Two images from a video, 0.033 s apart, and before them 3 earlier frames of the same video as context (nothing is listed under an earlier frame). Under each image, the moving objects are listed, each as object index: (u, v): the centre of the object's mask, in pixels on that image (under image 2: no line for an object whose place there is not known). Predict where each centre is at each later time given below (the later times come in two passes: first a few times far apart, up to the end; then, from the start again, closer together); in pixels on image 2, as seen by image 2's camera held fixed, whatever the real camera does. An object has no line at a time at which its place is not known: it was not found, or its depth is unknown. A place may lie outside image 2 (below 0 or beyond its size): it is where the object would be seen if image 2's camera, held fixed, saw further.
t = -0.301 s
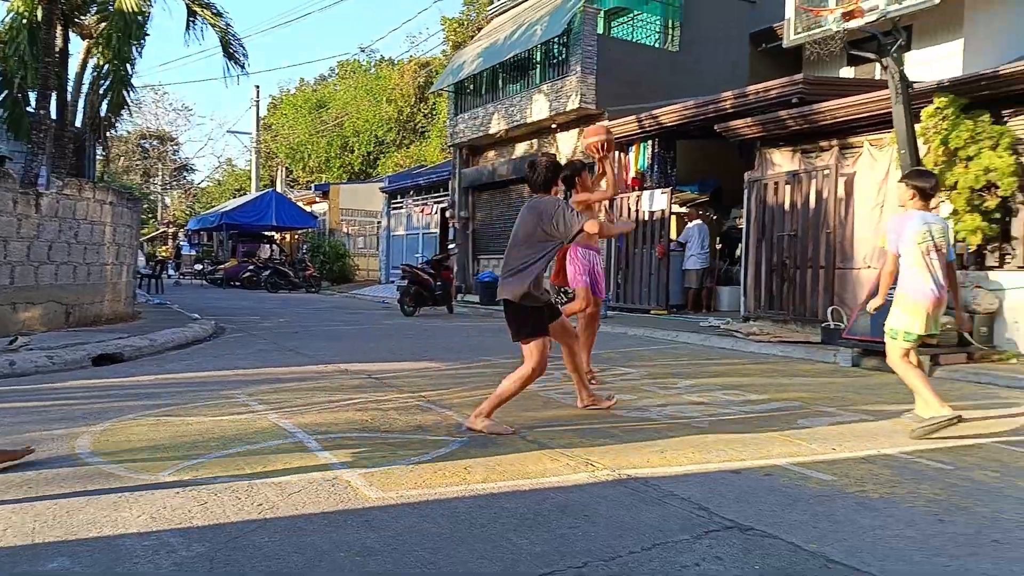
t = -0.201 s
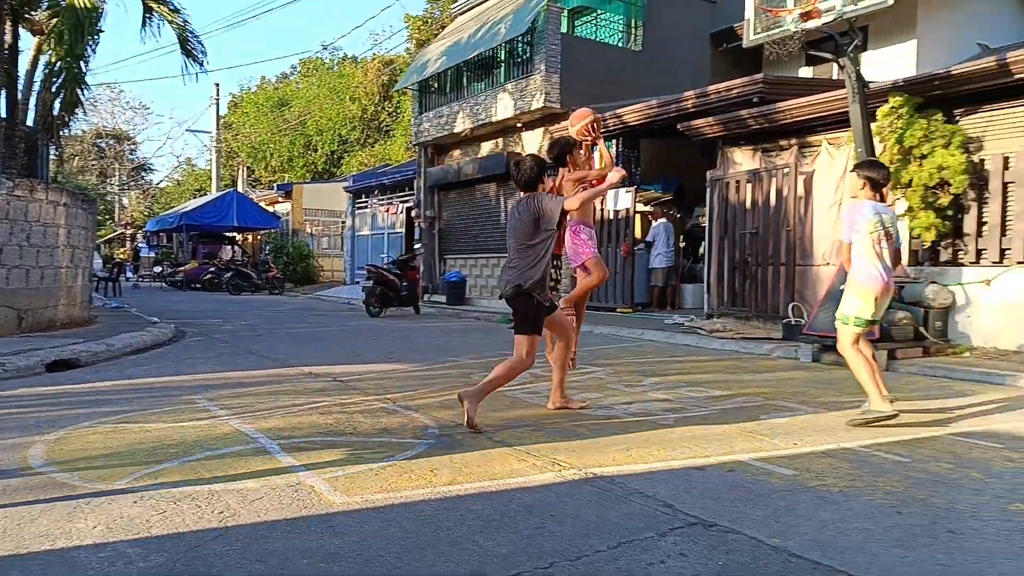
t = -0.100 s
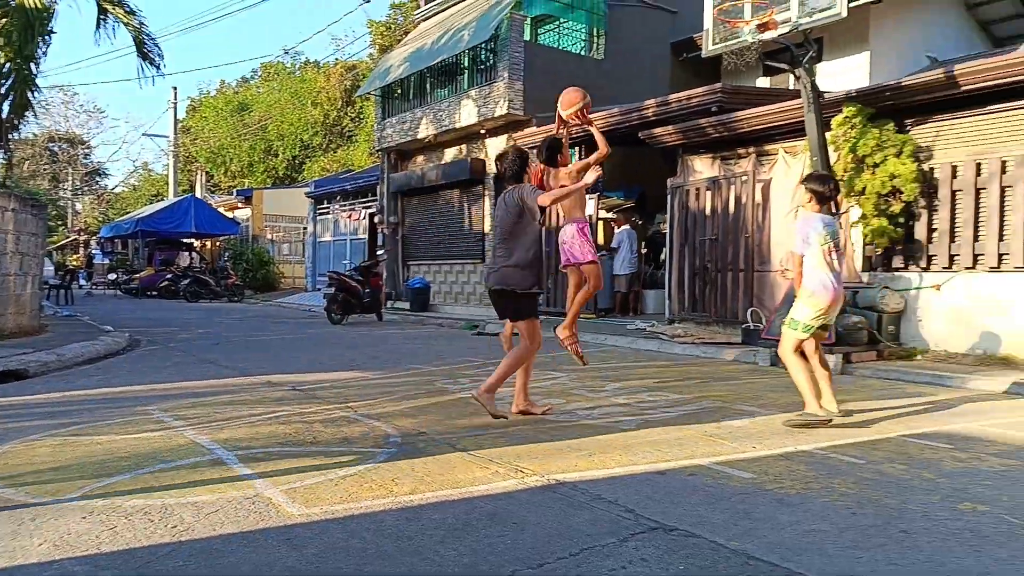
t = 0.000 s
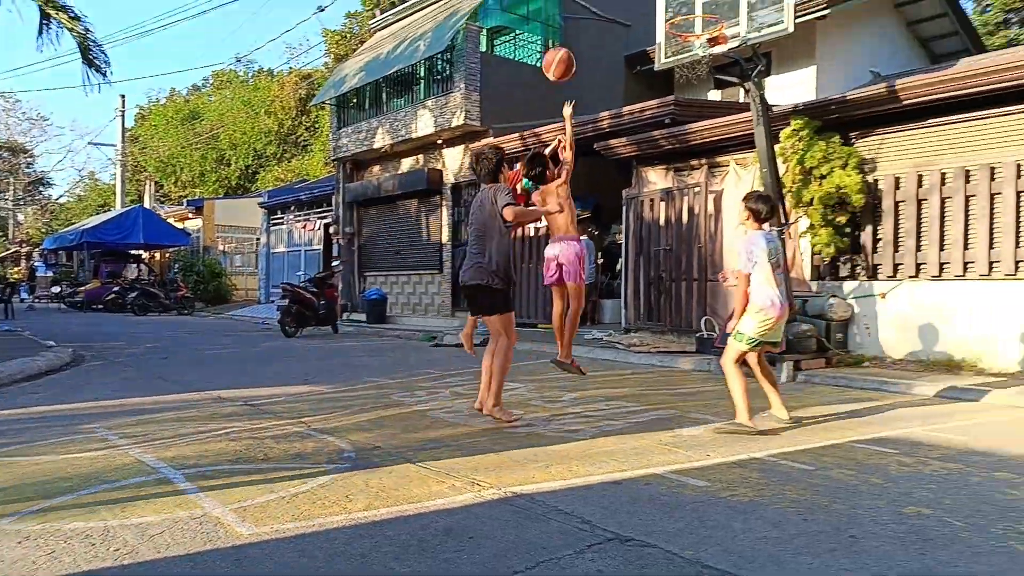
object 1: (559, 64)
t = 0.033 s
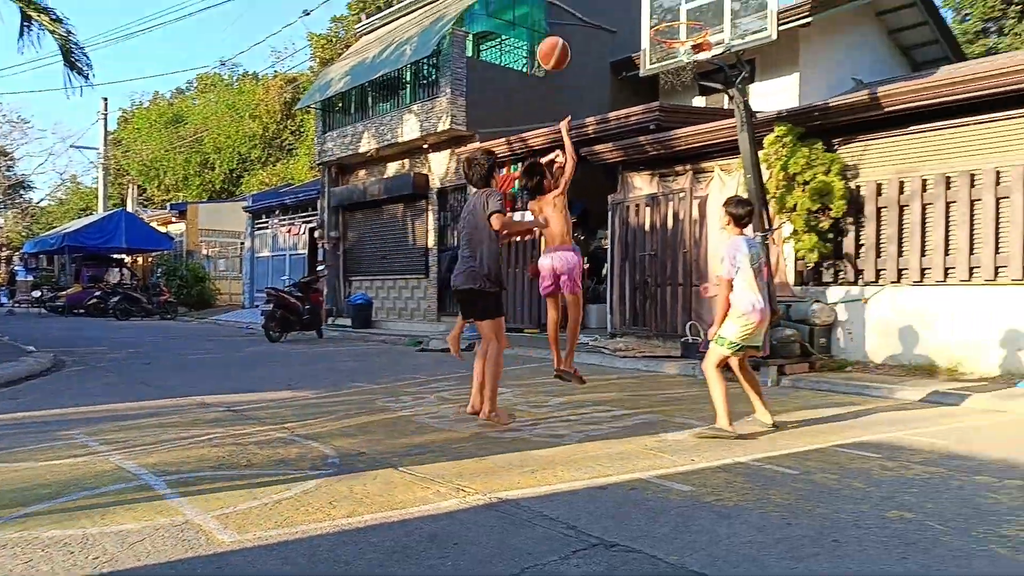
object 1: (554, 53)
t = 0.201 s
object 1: (596, -2)
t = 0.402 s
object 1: (641, -17)
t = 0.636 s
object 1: (684, 16)
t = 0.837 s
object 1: (689, 39)
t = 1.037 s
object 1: (676, 75)
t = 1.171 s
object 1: (669, 89)
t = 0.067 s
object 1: (562, 39)
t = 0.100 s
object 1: (571, 27)
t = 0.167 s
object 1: (588, 6)
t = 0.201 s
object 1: (596, -2)
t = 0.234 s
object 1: (604, -8)
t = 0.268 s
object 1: (612, -13)
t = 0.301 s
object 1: (619, -16)
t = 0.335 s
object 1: (626, -18)
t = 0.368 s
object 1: (633, -18)
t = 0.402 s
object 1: (641, -17)
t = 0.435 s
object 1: (648, -15)
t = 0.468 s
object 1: (656, -12)
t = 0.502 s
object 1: (664, -7)
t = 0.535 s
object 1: (671, 0)
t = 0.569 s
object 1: (676, 8)
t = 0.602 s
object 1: (683, 13)
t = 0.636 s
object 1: (684, 16)
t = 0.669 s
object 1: (687, 19)
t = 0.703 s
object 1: (689, 23)
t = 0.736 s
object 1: (691, 29)
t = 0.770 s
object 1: (690, 30)
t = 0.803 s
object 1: (689, 34)
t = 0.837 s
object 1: (689, 39)
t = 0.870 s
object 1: (687, 43)
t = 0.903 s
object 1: (685, 49)
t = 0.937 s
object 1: (681, 57)
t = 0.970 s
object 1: (680, 65)
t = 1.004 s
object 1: (679, 71)
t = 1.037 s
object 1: (676, 75)
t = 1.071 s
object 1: (674, 78)
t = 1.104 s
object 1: (672, 83)
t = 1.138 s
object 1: (671, 85)
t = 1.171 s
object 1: (669, 89)
